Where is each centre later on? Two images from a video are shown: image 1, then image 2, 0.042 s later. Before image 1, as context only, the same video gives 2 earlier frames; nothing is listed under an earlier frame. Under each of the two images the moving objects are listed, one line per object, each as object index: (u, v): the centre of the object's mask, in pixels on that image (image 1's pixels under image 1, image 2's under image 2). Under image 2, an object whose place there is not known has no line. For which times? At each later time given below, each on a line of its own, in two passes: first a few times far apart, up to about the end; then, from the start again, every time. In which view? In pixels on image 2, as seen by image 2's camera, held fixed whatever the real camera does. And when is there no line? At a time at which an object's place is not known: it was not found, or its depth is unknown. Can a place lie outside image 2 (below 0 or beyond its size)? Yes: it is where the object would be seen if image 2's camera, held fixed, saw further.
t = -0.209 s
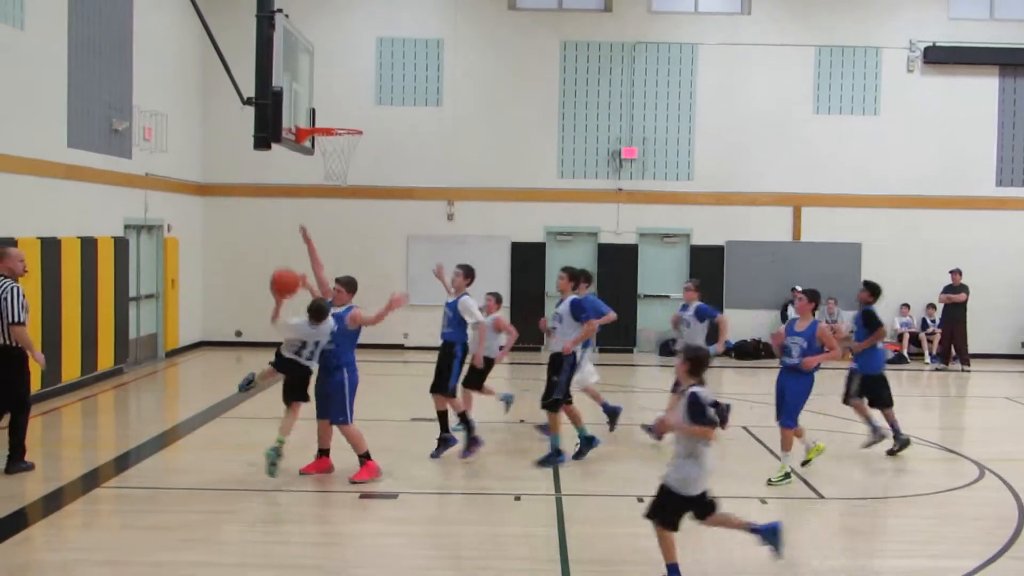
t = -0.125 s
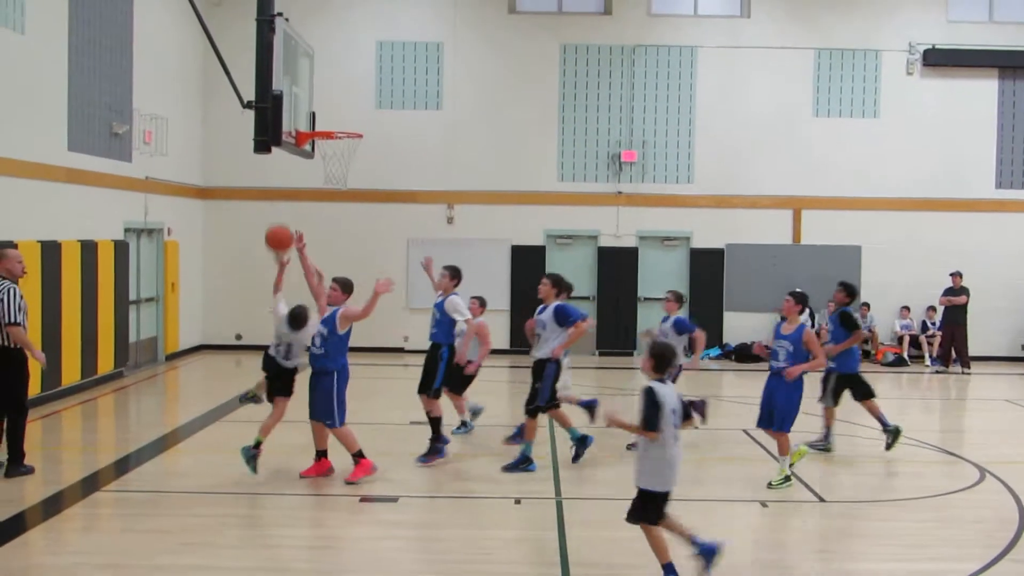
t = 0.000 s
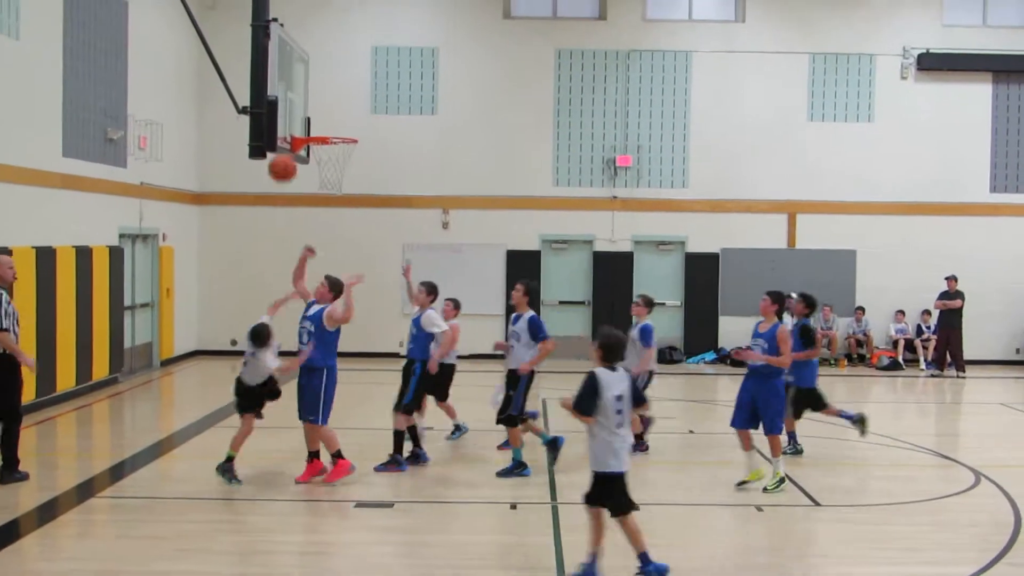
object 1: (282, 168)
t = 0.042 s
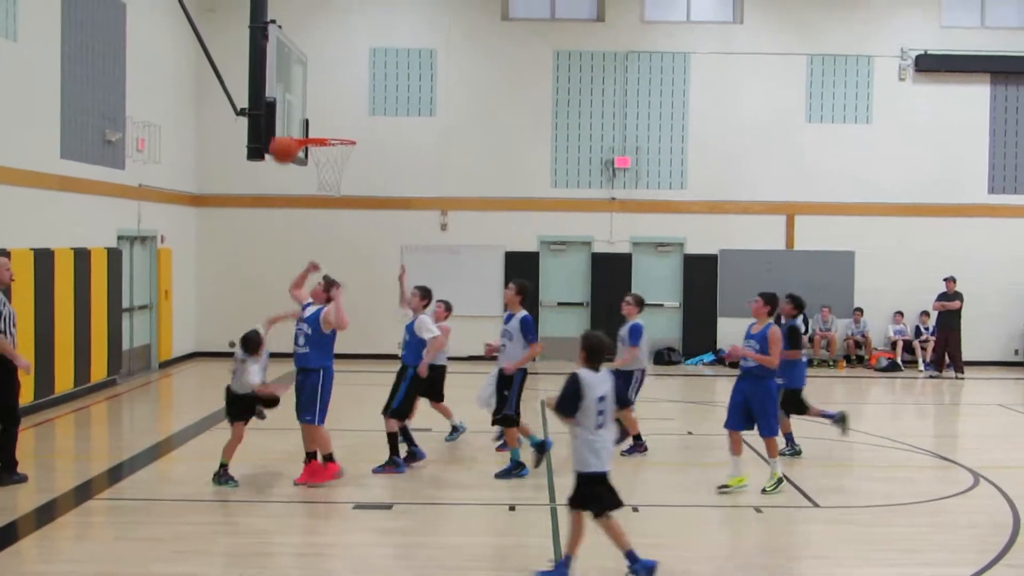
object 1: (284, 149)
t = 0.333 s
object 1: (311, 77)
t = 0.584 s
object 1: (334, 93)
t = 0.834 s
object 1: (334, 126)
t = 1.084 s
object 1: (326, 125)
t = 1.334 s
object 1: (336, 146)
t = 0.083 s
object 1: (286, 131)
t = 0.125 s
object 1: (288, 115)
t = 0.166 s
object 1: (293, 103)
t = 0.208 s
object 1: (297, 93)
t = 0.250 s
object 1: (302, 86)
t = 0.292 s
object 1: (307, 81)
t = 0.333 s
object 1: (311, 77)
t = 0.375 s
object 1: (315, 75)
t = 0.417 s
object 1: (319, 75)
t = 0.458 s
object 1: (322, 77)
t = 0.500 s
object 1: (326, 80)
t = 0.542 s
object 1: (330, 86)
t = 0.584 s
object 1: (334, 93)
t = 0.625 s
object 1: (338, 102)
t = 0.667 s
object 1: (341, 113)
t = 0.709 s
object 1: (345, 125)
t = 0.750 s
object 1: (345, 129)
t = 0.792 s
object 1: (339, 127)
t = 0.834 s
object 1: (334, 126)
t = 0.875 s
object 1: (328, 126)
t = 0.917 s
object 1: (322, 127)
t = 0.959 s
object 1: (317, 129)
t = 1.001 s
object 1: (319, 127)
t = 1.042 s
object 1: (322, 126)
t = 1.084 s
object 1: (326, 125)
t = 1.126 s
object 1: (330, 126)
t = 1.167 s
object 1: (333, 128)
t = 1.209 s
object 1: (337, 131)
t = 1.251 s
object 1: (337, 137)
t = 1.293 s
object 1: (337, 140)
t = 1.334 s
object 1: (336, 146)
